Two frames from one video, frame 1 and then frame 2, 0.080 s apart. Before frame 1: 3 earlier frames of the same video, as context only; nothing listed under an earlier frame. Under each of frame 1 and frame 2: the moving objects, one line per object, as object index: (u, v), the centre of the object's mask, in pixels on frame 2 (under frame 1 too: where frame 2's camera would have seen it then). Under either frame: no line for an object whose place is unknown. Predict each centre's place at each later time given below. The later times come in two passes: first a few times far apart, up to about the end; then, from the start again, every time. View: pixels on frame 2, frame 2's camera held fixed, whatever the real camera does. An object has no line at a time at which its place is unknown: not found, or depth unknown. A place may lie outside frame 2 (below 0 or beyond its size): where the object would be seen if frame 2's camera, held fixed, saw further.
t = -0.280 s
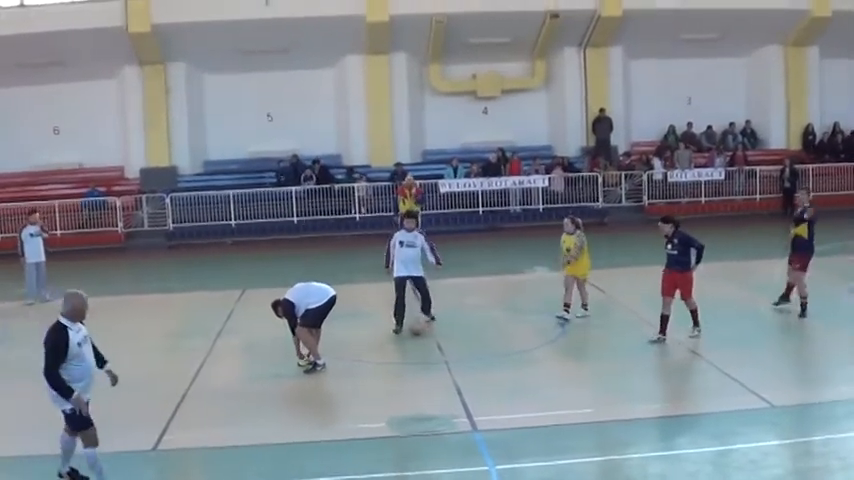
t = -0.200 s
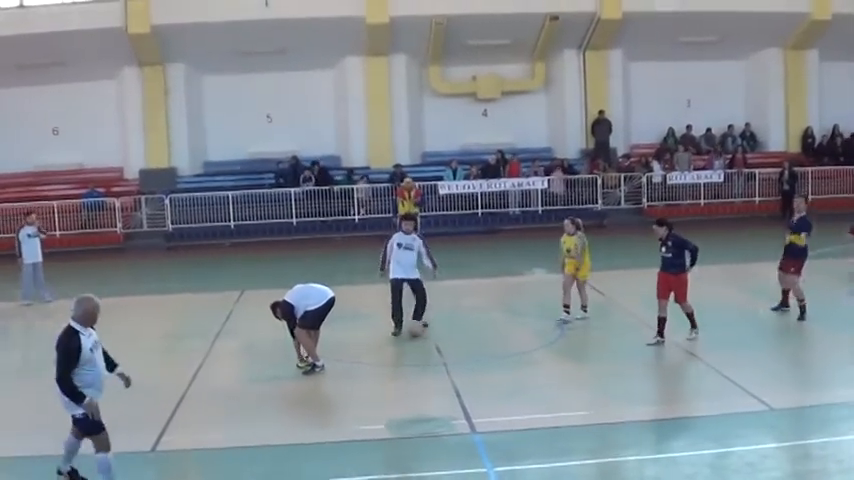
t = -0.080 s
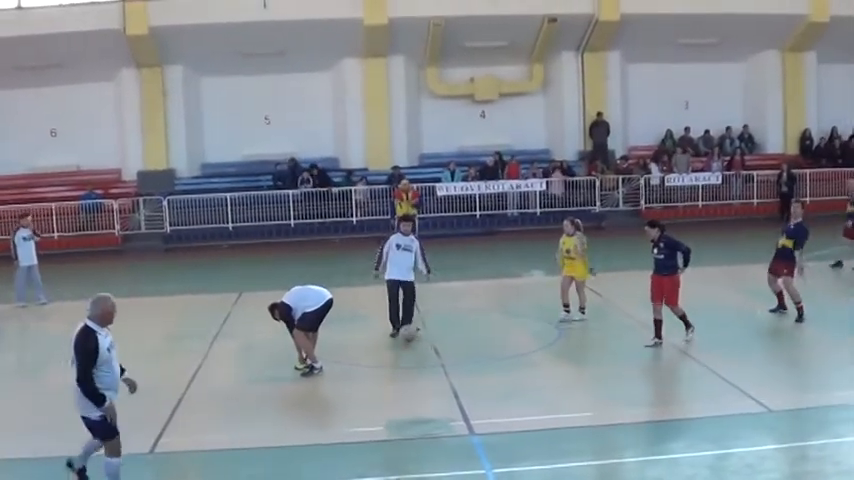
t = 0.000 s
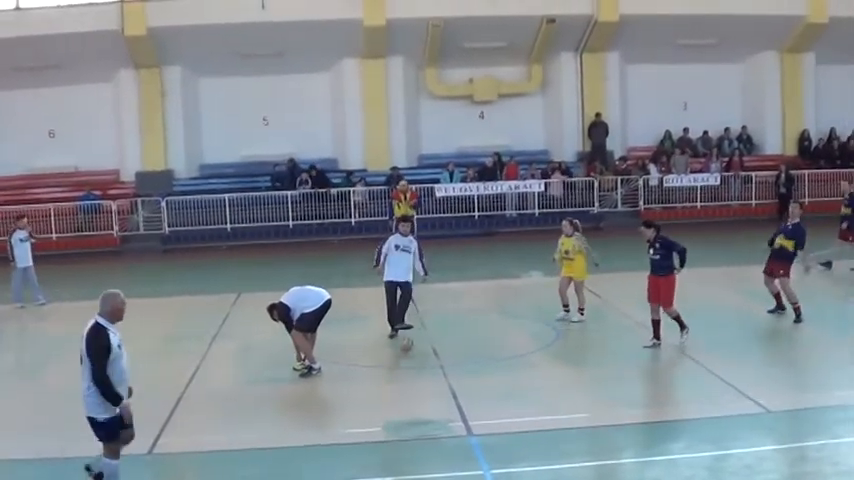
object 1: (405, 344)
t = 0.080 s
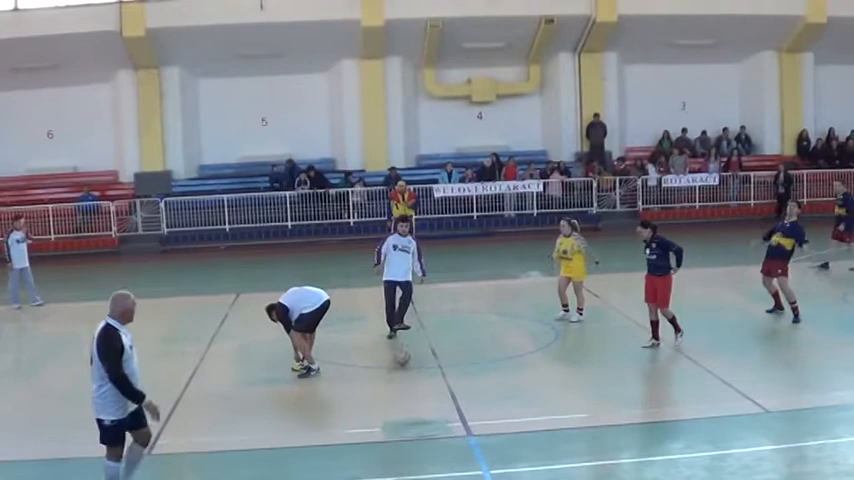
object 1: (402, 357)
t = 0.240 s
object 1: (395, 377)
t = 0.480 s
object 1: (386, 410)
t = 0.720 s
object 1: (377, 441)
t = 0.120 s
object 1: (401, 360)
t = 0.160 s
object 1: (398, 366)
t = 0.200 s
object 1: (396, 373)
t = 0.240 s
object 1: (395, 377)
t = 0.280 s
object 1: (393, 381)
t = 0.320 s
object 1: (392, 387)
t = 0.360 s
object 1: (390, 394)
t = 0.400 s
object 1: (389, 398)
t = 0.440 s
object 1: (387, 403)
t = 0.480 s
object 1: (386, 410)
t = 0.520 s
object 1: (385, 415)
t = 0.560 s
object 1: (383, 420)
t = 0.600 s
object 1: (382, 425)
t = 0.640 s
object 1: (381, 430)
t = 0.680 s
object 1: (379, 437)
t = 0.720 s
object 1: (377, 441)
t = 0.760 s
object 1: (377, 447)
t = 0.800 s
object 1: (375, 457)
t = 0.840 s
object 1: (373, 462)
